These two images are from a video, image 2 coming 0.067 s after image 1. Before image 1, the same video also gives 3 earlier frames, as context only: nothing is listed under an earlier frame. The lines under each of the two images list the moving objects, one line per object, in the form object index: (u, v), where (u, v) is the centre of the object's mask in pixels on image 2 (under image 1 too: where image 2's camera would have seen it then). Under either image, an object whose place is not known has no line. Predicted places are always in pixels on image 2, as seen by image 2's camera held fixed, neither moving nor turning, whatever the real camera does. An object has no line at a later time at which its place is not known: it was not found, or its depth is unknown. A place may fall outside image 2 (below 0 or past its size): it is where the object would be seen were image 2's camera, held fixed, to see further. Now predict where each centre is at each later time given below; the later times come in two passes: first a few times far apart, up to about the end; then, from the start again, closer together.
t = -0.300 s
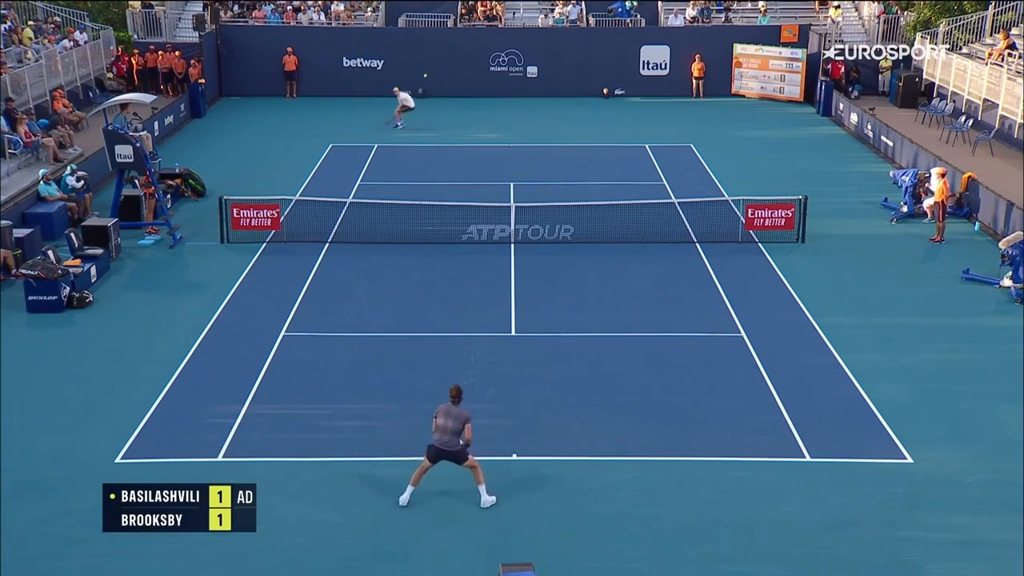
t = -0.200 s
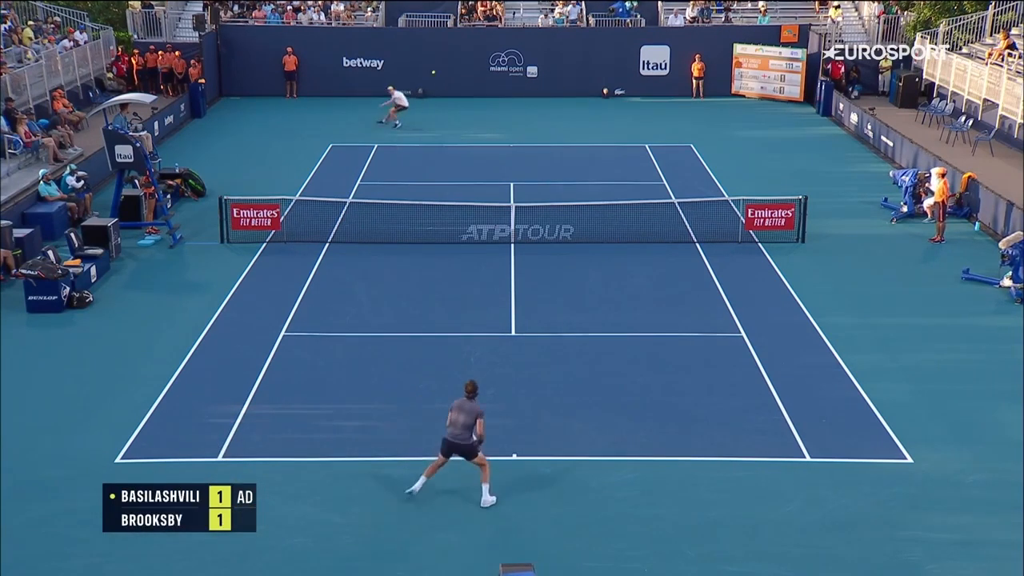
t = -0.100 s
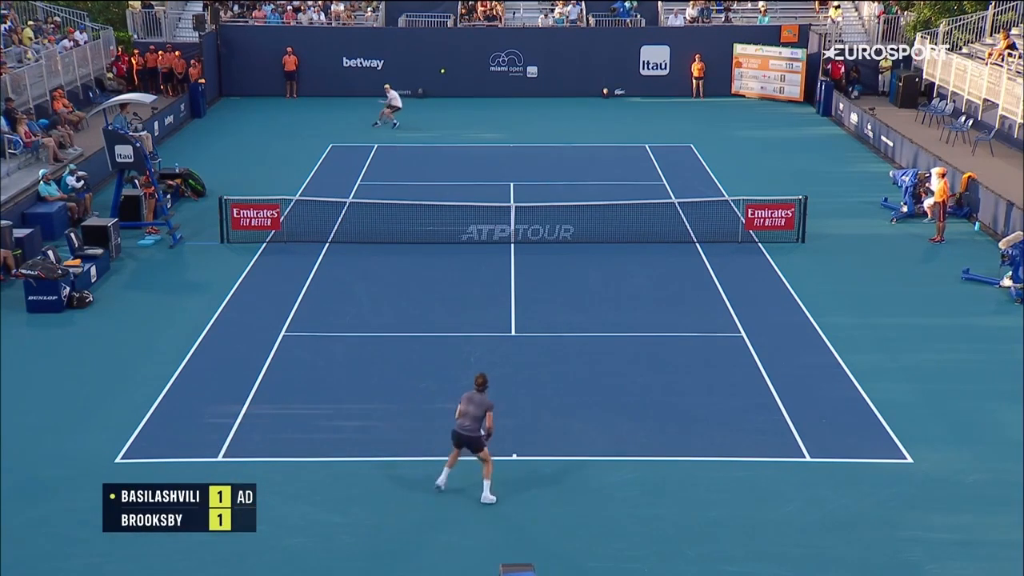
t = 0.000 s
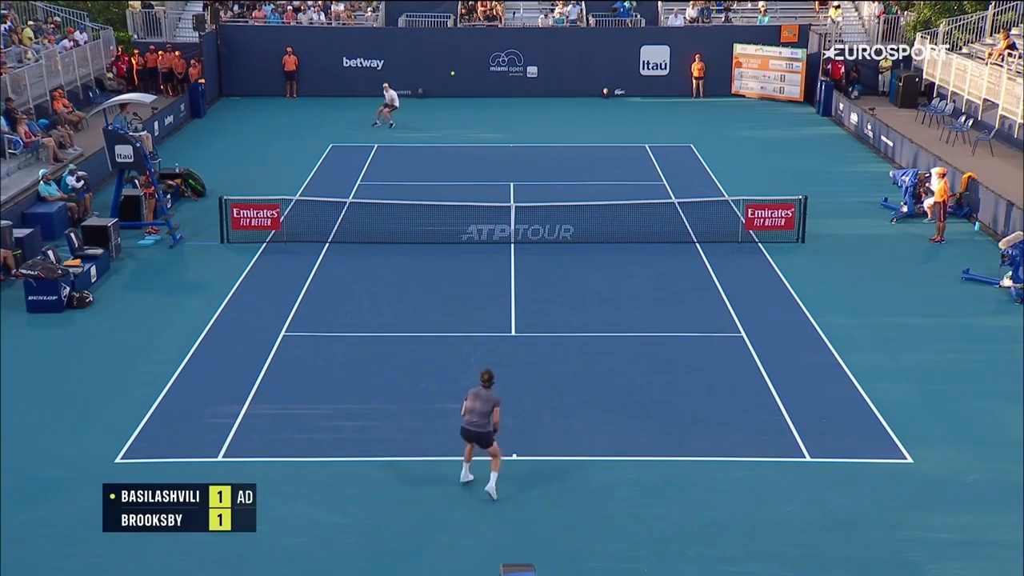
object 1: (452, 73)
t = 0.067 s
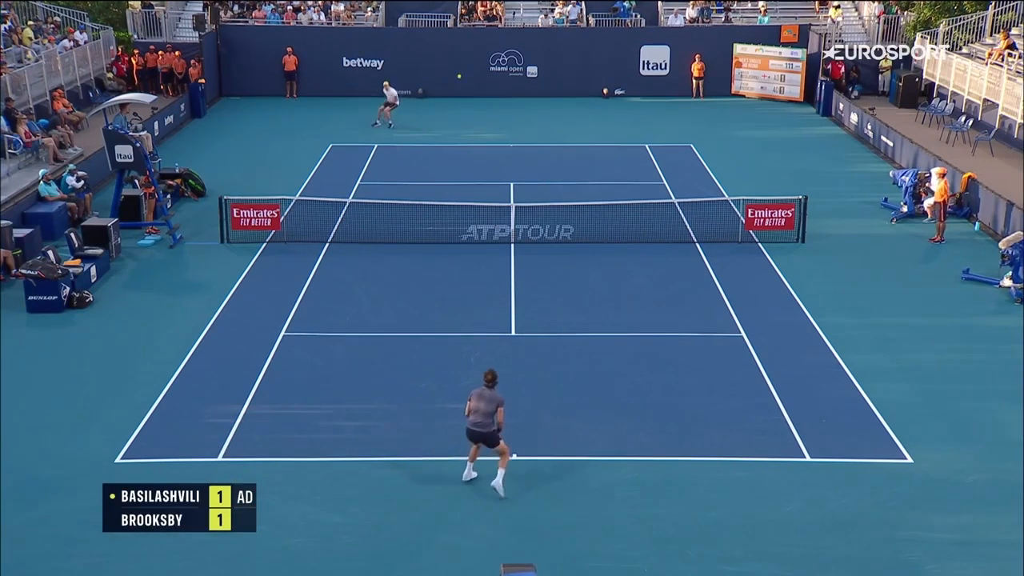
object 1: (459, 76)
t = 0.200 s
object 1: (475, 87)
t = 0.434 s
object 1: (504, 121)
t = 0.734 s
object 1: (553, 204)
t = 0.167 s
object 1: (470, 83)
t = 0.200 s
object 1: (475, 87)
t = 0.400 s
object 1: (501, 117)
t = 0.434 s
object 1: (504, 121)
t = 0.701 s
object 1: (549, 198)
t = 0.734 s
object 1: (553, 204)
